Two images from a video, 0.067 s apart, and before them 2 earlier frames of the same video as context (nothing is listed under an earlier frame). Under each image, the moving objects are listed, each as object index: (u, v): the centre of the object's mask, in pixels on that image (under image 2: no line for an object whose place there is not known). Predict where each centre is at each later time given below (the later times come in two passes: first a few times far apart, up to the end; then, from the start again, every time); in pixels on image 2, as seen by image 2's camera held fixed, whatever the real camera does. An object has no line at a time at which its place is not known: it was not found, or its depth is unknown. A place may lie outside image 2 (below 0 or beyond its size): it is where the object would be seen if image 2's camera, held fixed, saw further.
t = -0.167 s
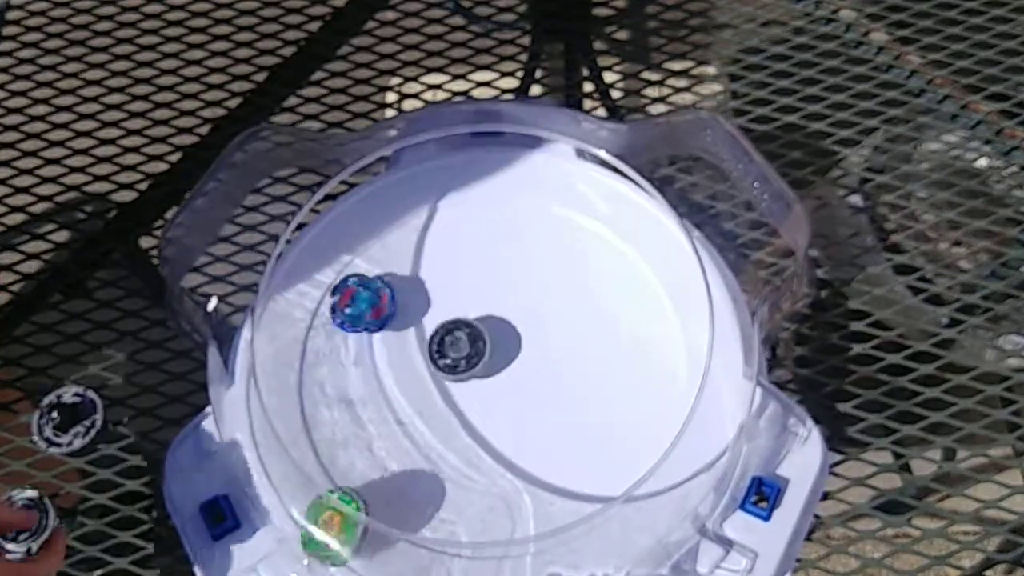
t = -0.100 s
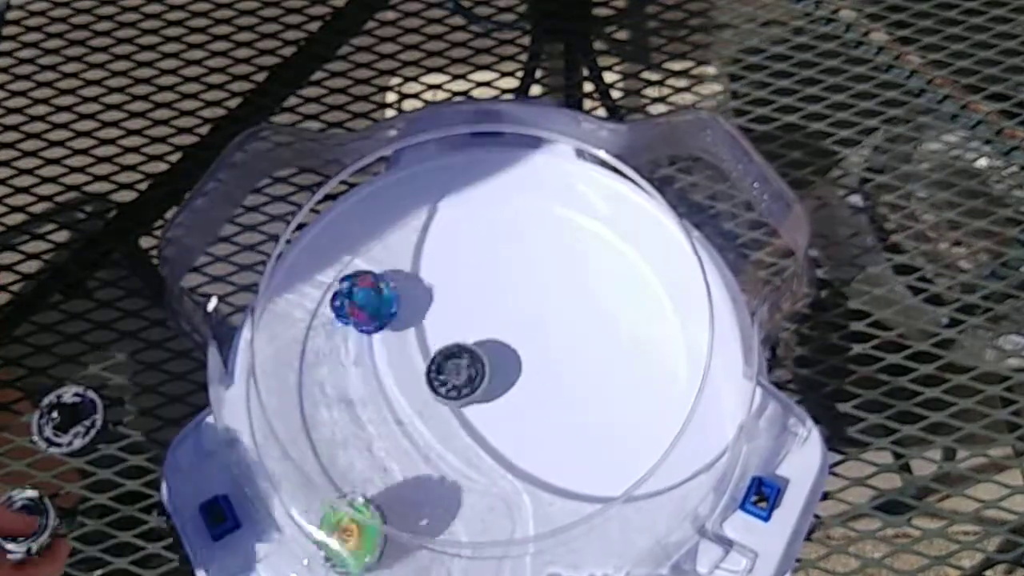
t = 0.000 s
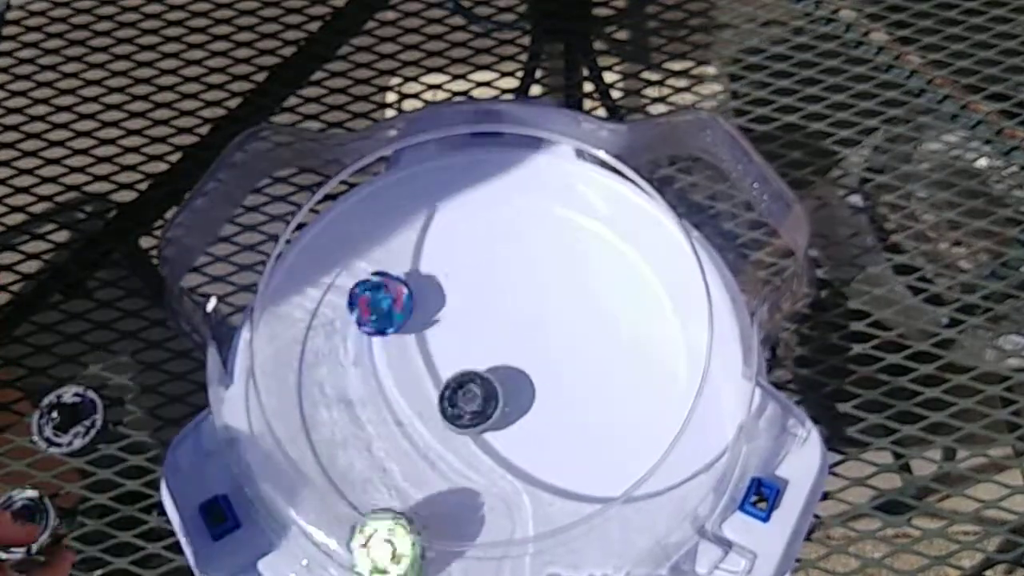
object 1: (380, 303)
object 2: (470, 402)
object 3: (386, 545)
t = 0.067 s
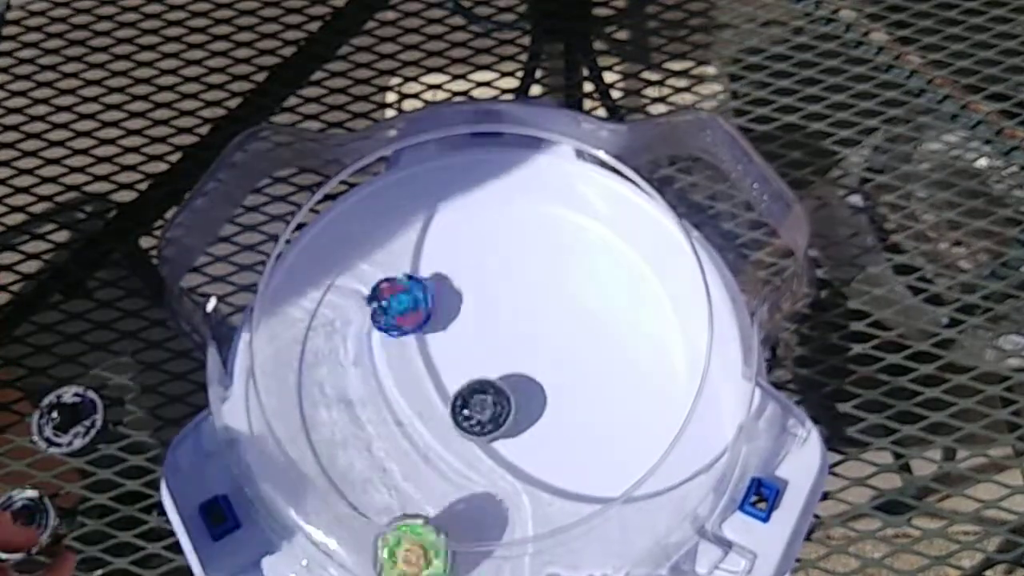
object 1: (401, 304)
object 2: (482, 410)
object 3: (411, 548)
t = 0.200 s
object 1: (451, 294)
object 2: (505, 408)
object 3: (490, 527)
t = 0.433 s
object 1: (487, 253)
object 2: (507, 396)
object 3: (591, 382)
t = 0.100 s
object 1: (412, 305)
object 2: (490, 410)
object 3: (428, 547)
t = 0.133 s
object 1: (426, 303)
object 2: (495, 410)
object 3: (447, 544)
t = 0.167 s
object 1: (439, 299)
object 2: (501, 409)
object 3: (467, 539)
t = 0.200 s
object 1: (451, 294)
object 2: (505, 408)
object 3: (490, 527)
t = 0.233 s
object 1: (461, 288)
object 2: (509, 407)
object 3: (511, 511)
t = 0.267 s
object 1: (469, 283)
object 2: (510, 405)
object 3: (533, 494)
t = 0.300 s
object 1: (477, 275)
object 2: (510, 402)
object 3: (551, 473)
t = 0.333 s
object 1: (481, 269)
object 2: (509, 401)
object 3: (566, 451)
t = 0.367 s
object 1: (485, 263)
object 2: (509, 400)
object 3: (578, 428)
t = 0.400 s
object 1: (486, 257)
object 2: (508, 398)
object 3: (586, 404)
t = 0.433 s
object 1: (487, 253)
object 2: (507, 396)
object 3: (591, 382)
